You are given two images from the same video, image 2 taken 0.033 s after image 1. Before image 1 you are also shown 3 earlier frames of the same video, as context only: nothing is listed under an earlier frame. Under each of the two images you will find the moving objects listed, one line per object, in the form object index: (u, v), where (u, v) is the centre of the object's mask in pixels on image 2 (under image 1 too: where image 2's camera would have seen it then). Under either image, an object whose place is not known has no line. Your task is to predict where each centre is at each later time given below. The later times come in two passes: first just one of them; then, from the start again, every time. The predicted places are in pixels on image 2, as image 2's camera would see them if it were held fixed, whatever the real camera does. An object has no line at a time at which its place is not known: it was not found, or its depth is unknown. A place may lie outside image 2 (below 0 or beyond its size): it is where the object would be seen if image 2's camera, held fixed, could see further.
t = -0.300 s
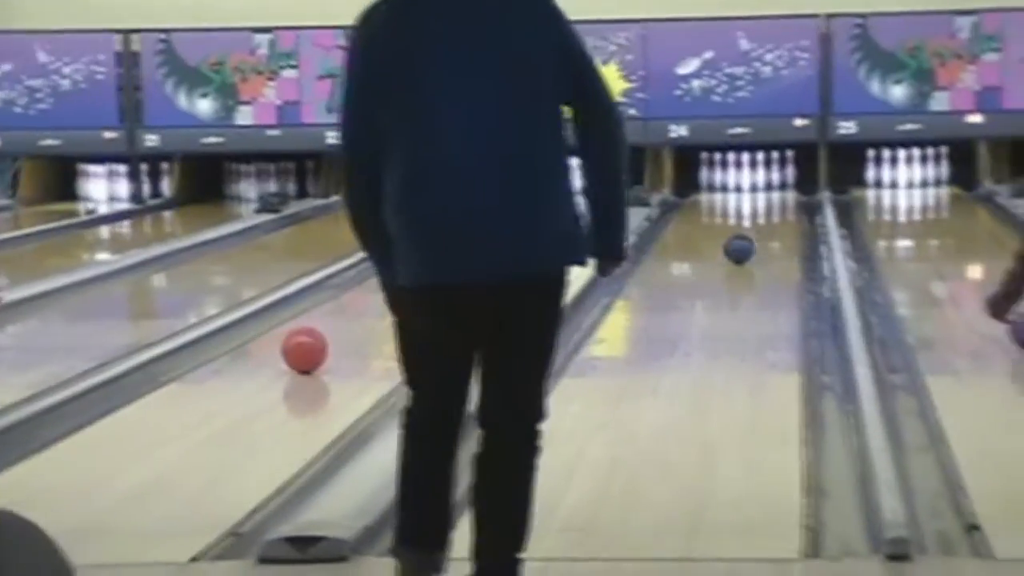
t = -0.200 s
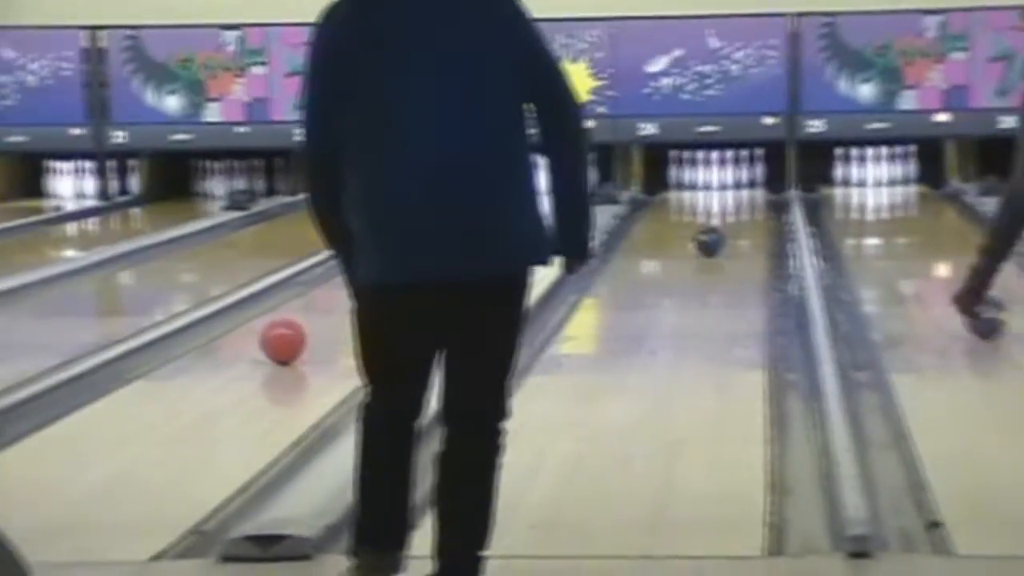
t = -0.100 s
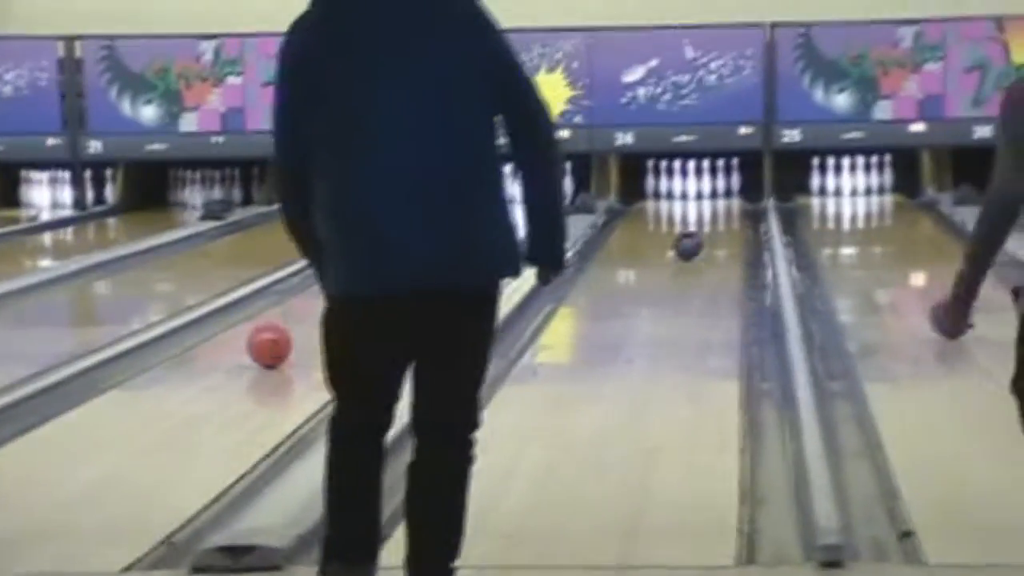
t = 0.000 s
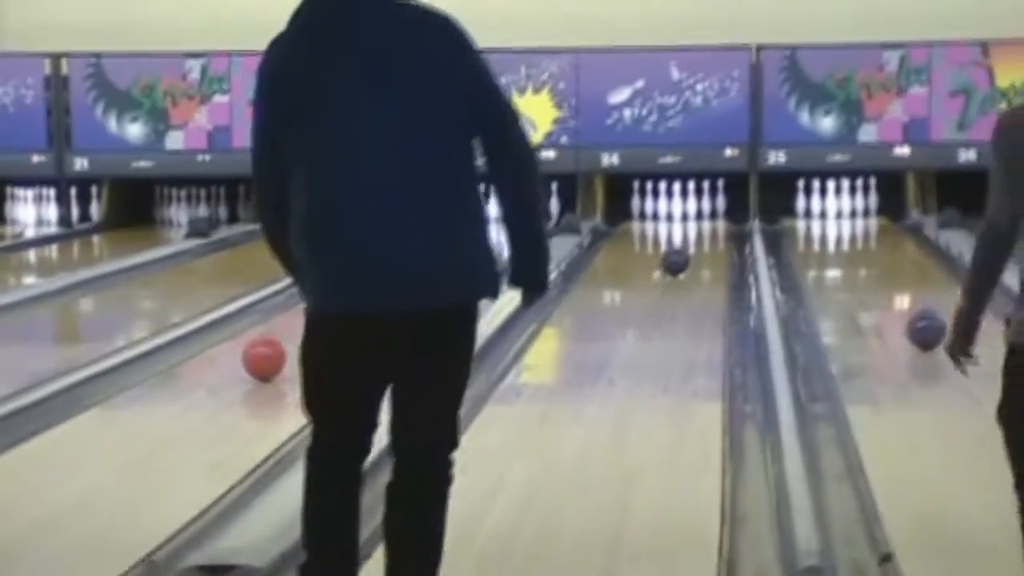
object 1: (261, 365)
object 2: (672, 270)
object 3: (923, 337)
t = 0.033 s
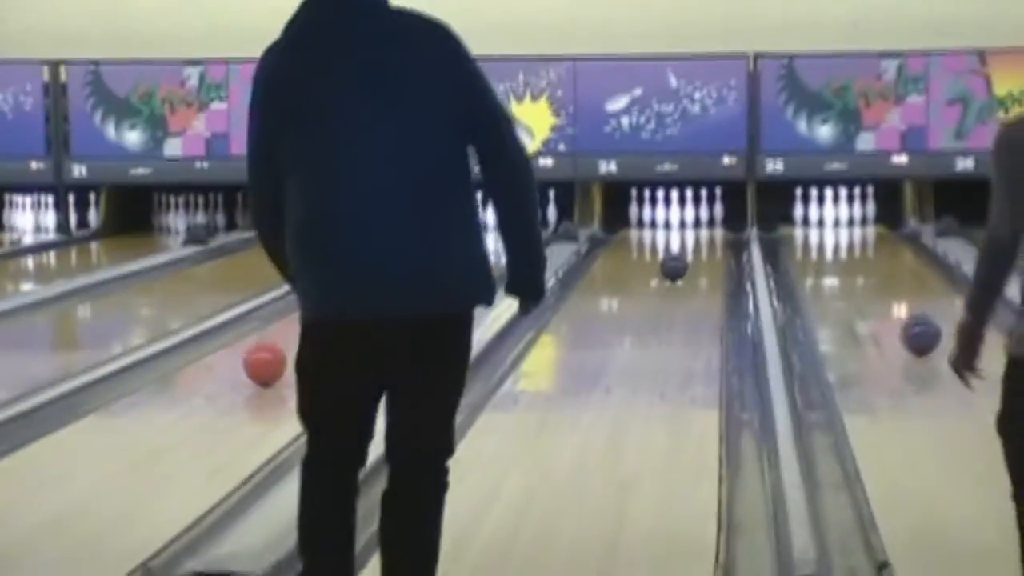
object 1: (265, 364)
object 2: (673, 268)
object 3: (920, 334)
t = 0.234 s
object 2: (677, 257)
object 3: (907, 318)
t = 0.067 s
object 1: (268, 361)
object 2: (674, 266)
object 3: (918, 332)
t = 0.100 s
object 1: (270, 360)
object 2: (674, 265)
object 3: (916, 329)
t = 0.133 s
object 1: (272, 357)
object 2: (675, 263)
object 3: (914, 327)
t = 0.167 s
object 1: (272, 356)
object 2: (676, 262)
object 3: (912, 325)
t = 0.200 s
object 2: (676, 260)
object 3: (909, 322)
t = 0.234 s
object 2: (677, 257)
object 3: (907, 318)
